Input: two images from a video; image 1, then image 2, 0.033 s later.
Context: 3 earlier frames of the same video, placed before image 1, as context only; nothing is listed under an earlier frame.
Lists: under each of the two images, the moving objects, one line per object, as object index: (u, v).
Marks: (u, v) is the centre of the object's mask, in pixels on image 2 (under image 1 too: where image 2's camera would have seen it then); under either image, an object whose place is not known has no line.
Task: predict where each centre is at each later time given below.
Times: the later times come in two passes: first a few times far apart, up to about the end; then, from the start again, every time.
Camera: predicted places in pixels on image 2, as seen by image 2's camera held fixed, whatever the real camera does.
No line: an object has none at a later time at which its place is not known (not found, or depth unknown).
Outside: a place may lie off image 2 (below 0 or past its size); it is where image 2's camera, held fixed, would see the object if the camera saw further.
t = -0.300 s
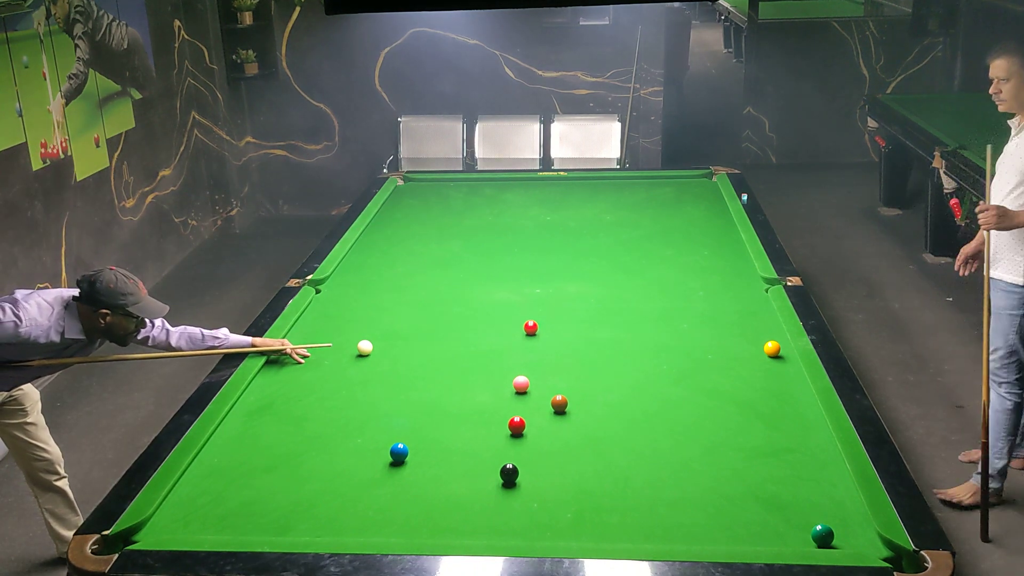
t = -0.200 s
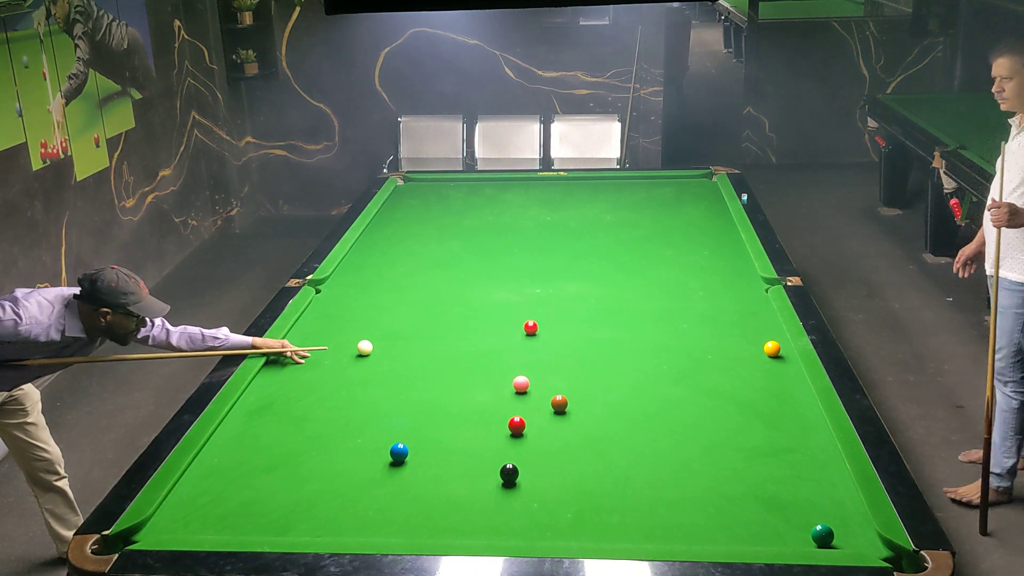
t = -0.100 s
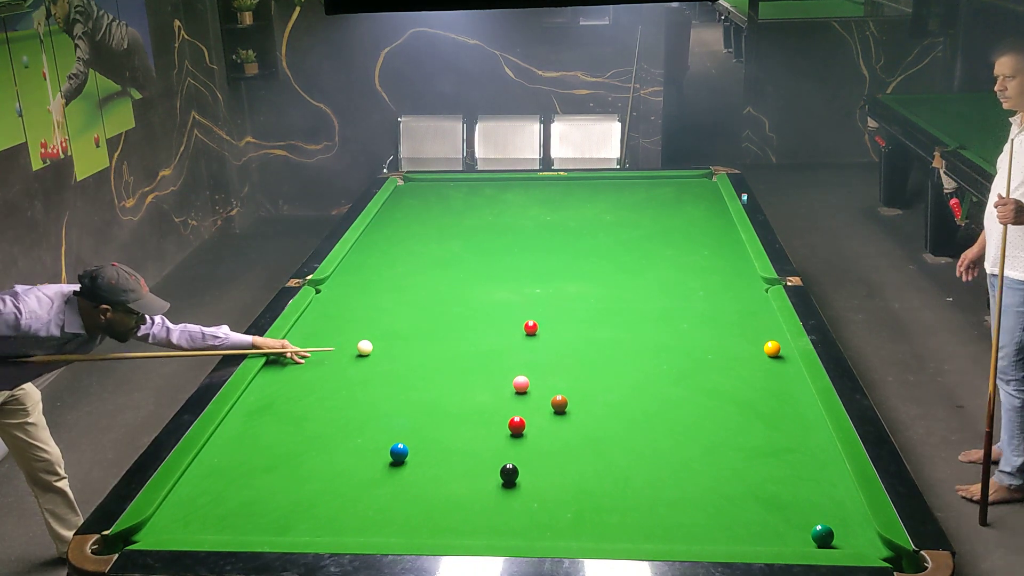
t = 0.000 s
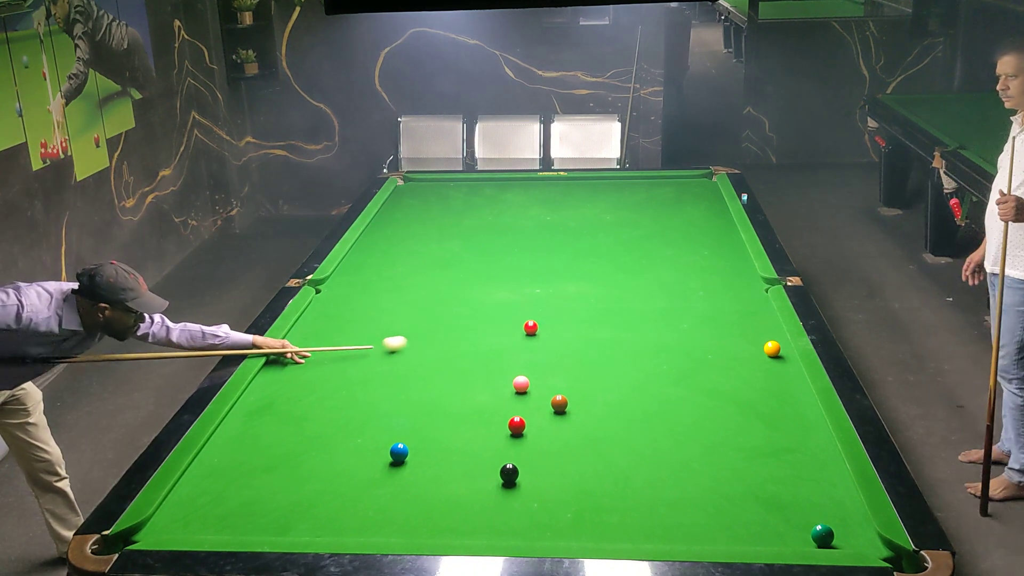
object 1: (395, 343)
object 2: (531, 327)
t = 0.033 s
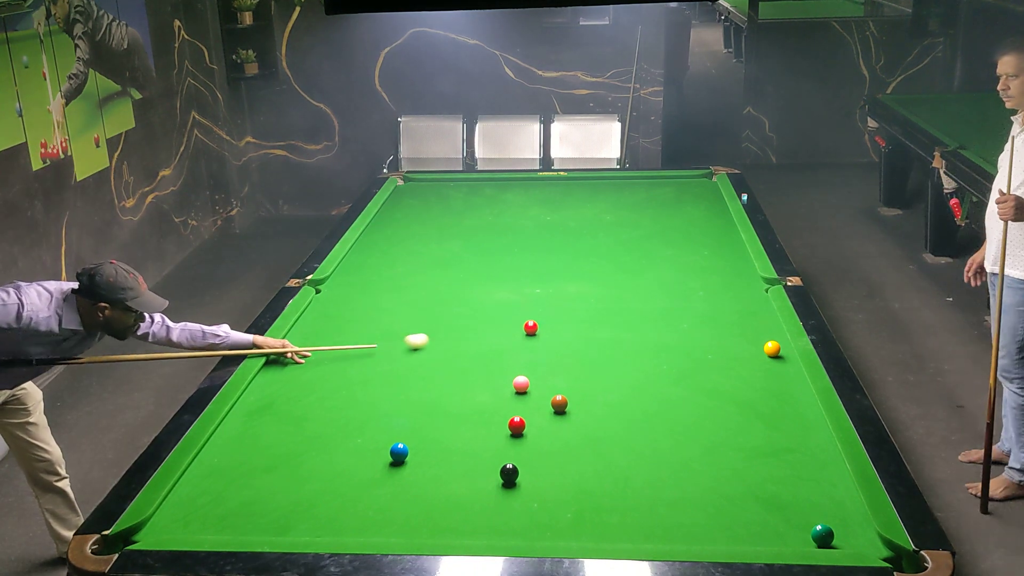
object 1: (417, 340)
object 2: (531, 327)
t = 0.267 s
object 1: (520, 330)
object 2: (550, 323)
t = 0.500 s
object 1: (546, 332)
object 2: (619, 310)
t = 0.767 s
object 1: (577, 335)
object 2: (685, 298)
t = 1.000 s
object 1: (602, 337)
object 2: (740, 289)
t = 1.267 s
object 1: (630, 339)
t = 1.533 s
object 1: (656, 341)
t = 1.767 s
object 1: (677, 343)
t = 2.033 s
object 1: (699, 345)
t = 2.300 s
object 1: (719, 346)
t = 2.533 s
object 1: (734, 348)
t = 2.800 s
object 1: (750, 349)
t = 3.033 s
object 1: (758, 350)
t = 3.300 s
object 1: (760, 351)
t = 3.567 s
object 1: (761, 351)
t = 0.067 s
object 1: (437, 338)
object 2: (531, 327)
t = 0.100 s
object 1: (457, 336)
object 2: (531, 327)
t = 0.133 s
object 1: (475, 334)
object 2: (531, 327)
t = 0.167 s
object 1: (493, 332)
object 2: (531, 327)
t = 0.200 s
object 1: (509, 330)
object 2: (531, 327)
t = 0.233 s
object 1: (518, 330)
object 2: (538, 325)
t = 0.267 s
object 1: (520, 330)
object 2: (550, 323)
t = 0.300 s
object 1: (522, 331)
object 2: (562, 320)
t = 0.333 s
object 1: (526, 331)
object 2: (574, 318)
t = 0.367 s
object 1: (530, 332)
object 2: (584, 317)
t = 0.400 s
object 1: (534, 332)
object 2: (593, 315)
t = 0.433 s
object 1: (538, 332)
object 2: (602, 313)
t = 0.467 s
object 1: (542, 332)
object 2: (610, 312)
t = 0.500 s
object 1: (546, 332)
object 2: (619, 310)
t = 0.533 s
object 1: (550, 332)
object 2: (628, 309)
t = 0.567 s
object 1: (554, 333)
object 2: (636, 307)
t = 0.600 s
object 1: (558, 333)
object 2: (644, 305)
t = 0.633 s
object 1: (562, 334)
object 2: (653, 304)
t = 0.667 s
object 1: (565, 334)
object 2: (661, 302)
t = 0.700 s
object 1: (569, 334)
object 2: (669, 301)
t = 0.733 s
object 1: (573, 334)
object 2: (678, 300)
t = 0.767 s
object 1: (577, 335)
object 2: (685, 298)
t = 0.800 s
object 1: (580, 335)
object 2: (694, 297)
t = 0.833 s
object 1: (584, 335)
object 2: (701, 295)
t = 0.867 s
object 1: (588, 336)
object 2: (709, 294)
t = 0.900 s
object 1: (592, 336)
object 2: (717, 293)
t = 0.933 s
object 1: (595, 336)
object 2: (725, 291)
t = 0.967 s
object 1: (599, 336)
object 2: (732, 290)
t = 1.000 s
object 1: (602, 337)
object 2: (740, 289)
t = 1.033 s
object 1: (606, 337)
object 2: (747, 287)
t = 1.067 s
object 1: (609, 337)
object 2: (755, 286)
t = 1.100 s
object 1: (613, 337)
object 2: (762, 284)
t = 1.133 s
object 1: (616, 338)
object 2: (769, 283)
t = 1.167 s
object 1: (620, 338)
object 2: (775, 284)
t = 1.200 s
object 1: (623, 338)
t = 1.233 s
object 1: (627, 338)
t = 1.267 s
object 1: (630, 339)
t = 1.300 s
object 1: (634, 339)
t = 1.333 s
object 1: (637, 339)
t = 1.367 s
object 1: (640, 340)
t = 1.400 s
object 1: (643, 340)
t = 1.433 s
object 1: (646, 340)
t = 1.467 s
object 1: (650, 341)
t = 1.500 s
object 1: (653, 341)
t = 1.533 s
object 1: (656, 341)
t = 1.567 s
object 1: (659, 341)
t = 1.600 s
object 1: (662, 342)
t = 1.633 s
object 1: (665, 342)
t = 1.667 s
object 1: (668, 342)
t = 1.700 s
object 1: (671, 342)
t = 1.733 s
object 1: (674, 343)
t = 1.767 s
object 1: (677, 343)
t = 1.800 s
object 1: (680, 343)
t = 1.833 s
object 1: (683, 343)
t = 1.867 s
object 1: (686, 344)
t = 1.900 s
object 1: (688, 344)
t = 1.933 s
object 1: (691, 344)
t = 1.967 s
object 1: (694, 344)
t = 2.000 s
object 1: (696, 344)
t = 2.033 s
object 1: (699, 345)
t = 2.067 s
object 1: (702, 345)
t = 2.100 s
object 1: (704, 345)
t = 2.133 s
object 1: (707, 345)
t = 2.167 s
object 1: (709, 345)
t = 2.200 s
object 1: (712, 346)
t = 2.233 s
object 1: (714, 346)
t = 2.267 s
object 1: (716, 346)
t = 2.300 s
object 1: (719, 346)
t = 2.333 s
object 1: (721, 346)
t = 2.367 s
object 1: (723, 347)
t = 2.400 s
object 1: (726, 347)
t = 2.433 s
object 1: (728, 347)
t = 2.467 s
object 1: (730, 347)
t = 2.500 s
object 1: (732, 347)
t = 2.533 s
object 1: (734, 348)
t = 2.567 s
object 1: (736, 348)
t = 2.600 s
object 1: (738, 348)
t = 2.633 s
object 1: (740, 348)
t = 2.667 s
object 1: (742, 348)
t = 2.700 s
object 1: (744, 348)
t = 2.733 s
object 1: (746, 348)
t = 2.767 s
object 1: (748, 349)
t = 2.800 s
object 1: (750, 349)
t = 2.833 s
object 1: (752, 349)
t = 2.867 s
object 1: (753, 349)
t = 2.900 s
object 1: (755, 349)
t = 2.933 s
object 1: (756, 349)
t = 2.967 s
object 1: (757, 349)
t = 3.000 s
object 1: (757, 349)
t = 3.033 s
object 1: (758, 350)
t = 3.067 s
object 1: (758, 350)
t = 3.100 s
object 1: (759, 350)
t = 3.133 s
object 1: (759, 350)
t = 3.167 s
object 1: (759, 350)
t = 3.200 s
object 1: (760, 350)
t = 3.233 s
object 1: (760, 350)
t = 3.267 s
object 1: (760, 350)
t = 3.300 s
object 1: (760, 351)
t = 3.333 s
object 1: (760, 351)
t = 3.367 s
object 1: (760, 351)
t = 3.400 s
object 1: (760, 351)
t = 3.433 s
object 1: (760, 351)
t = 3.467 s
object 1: (761, 351)
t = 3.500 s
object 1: (761, 351)
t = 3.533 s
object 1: (761, 351)
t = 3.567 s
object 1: (761, 351)
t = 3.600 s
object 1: (761, 351)
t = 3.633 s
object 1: (761, 351)
